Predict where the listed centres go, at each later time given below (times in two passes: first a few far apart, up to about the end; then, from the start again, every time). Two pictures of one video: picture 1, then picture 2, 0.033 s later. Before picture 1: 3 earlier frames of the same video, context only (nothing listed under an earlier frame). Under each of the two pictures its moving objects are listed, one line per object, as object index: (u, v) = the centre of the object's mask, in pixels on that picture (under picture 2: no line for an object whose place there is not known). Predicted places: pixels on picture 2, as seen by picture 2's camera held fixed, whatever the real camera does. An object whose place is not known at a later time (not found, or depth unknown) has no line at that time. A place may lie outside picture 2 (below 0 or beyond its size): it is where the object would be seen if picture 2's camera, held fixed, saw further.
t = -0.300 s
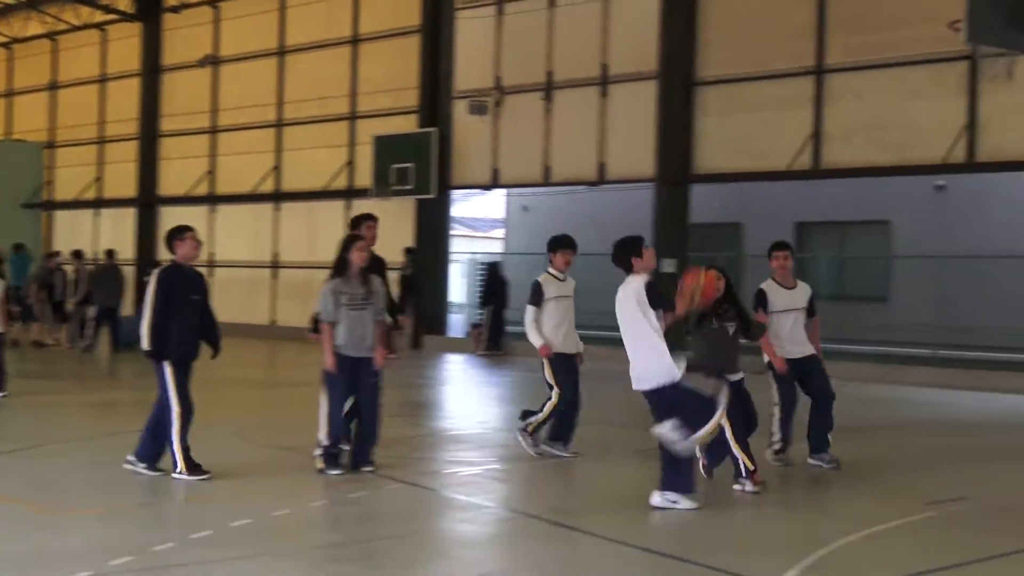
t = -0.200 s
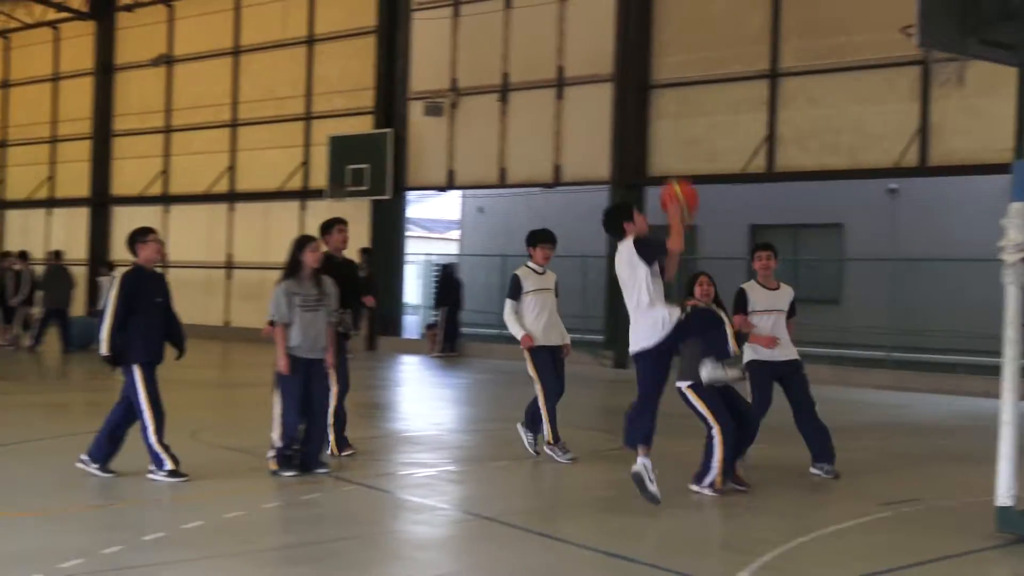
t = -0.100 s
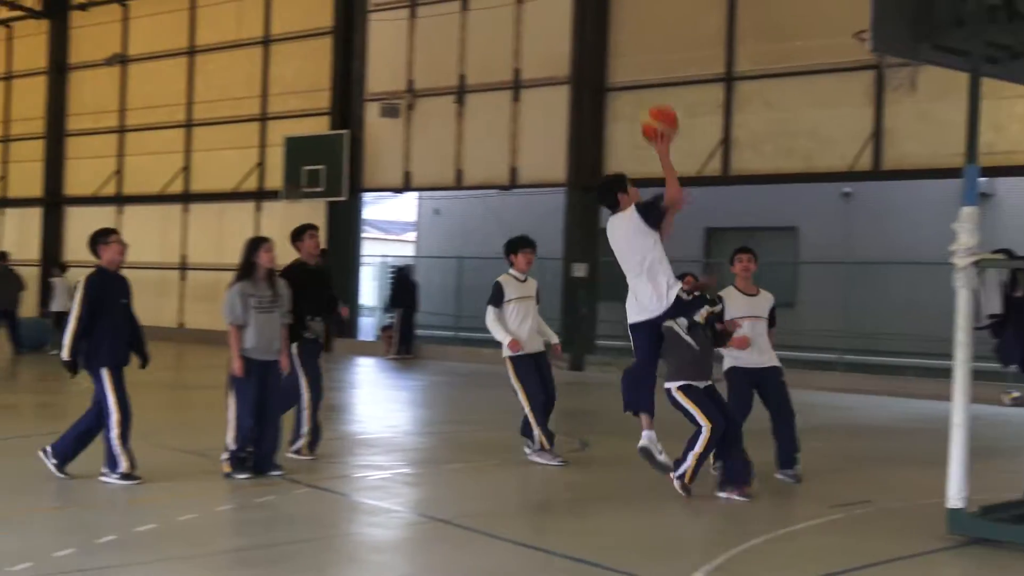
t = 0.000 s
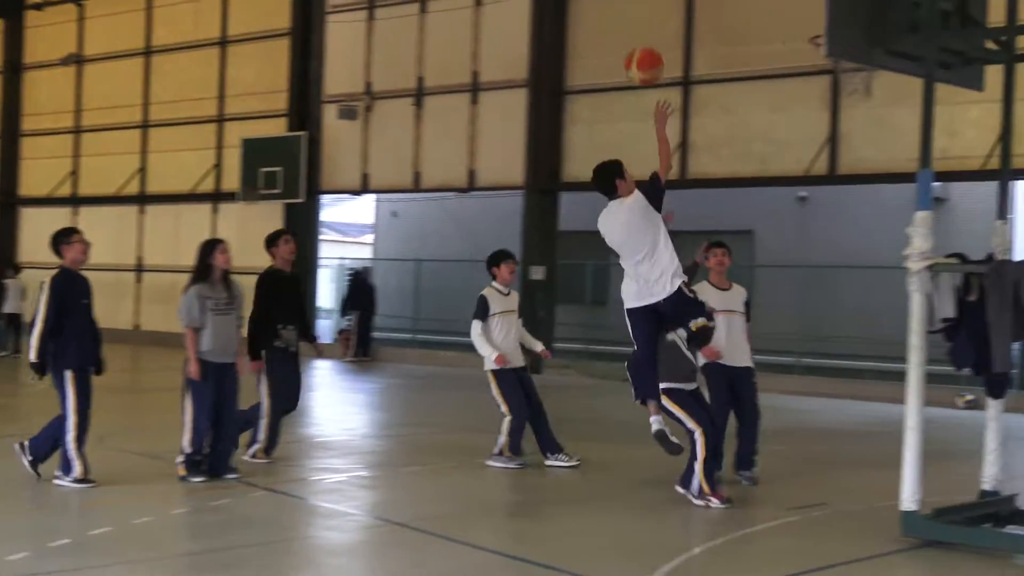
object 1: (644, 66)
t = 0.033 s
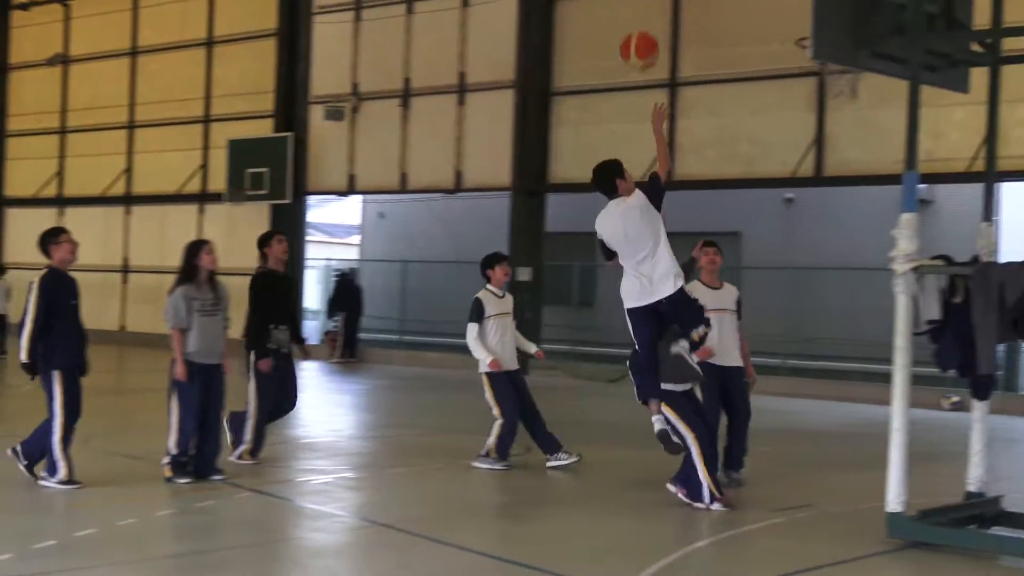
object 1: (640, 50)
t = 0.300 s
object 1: (710, -17)
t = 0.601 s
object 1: (786, 32)
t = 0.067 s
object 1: (648, 33)
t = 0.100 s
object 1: (657, 20)
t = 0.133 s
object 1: (666, 10)
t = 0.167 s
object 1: (675, 3)
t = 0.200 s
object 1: (683, -3)
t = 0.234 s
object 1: (692, -8)
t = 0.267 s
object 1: (701, -13)
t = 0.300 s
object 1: (710, -17)
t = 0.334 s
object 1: (719, -20)
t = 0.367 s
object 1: (728, -22)
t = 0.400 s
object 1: (737, -23)
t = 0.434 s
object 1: (745, -20)
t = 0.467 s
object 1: (754, -14)
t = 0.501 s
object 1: (764, -4)
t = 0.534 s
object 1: (771, 7)
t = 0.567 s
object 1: (779, 18)
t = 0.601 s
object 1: (786, 32)
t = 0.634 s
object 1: (792, 49)
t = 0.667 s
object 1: (801, 67)
